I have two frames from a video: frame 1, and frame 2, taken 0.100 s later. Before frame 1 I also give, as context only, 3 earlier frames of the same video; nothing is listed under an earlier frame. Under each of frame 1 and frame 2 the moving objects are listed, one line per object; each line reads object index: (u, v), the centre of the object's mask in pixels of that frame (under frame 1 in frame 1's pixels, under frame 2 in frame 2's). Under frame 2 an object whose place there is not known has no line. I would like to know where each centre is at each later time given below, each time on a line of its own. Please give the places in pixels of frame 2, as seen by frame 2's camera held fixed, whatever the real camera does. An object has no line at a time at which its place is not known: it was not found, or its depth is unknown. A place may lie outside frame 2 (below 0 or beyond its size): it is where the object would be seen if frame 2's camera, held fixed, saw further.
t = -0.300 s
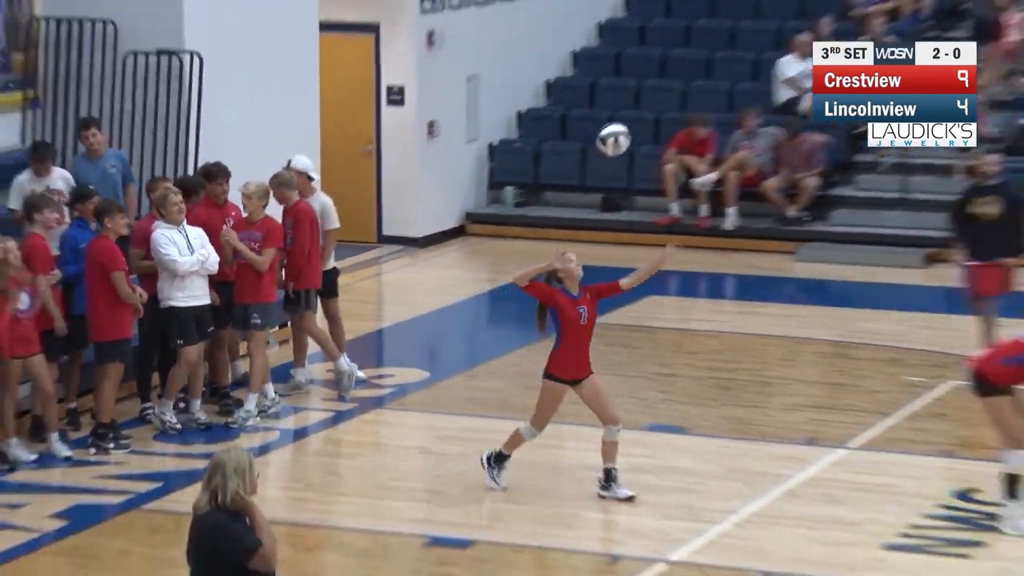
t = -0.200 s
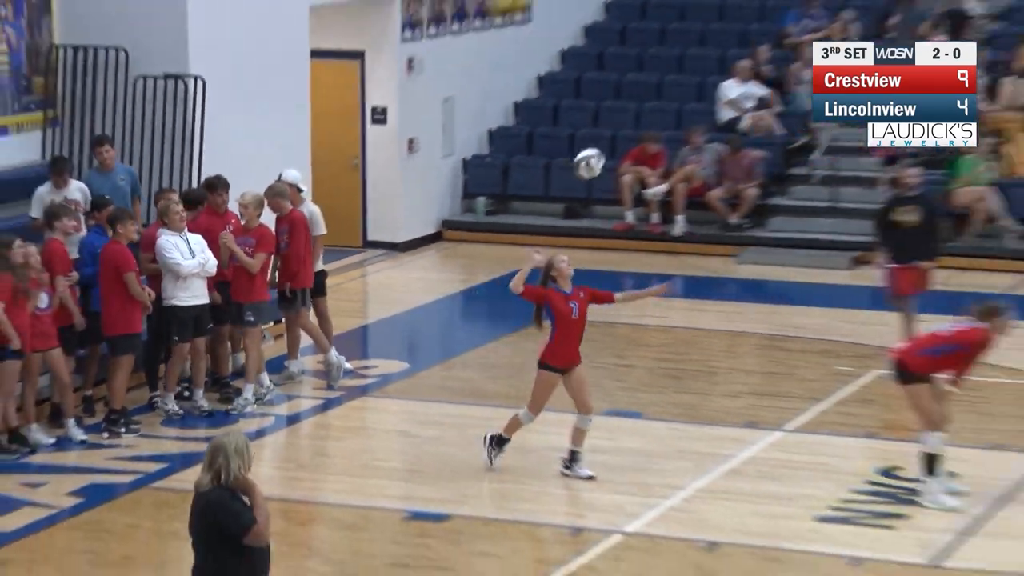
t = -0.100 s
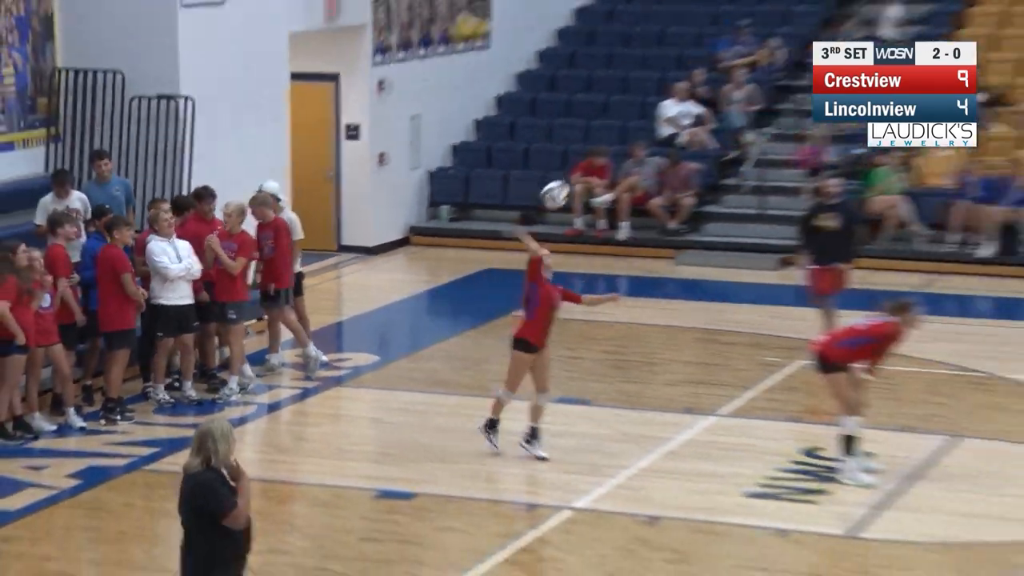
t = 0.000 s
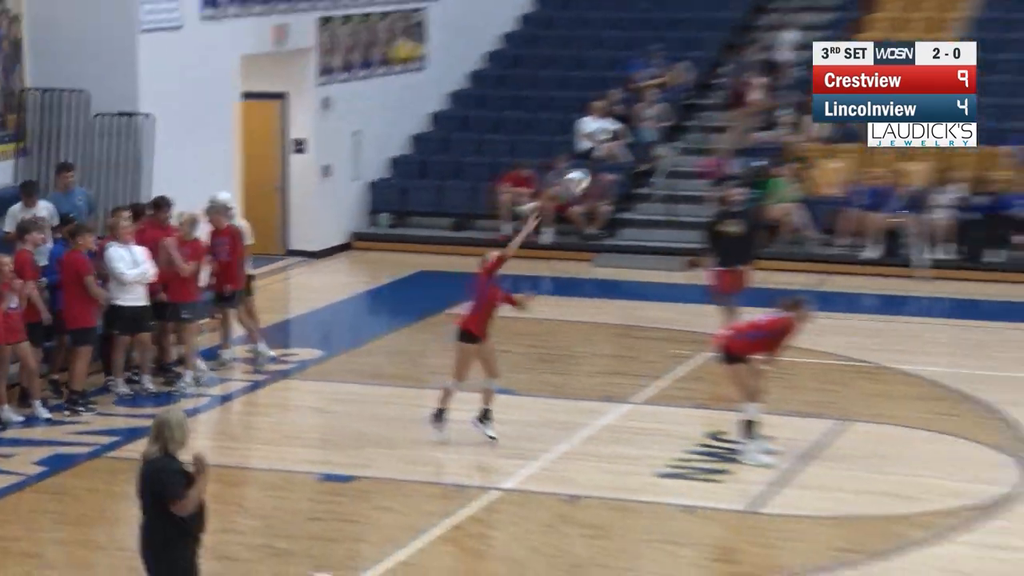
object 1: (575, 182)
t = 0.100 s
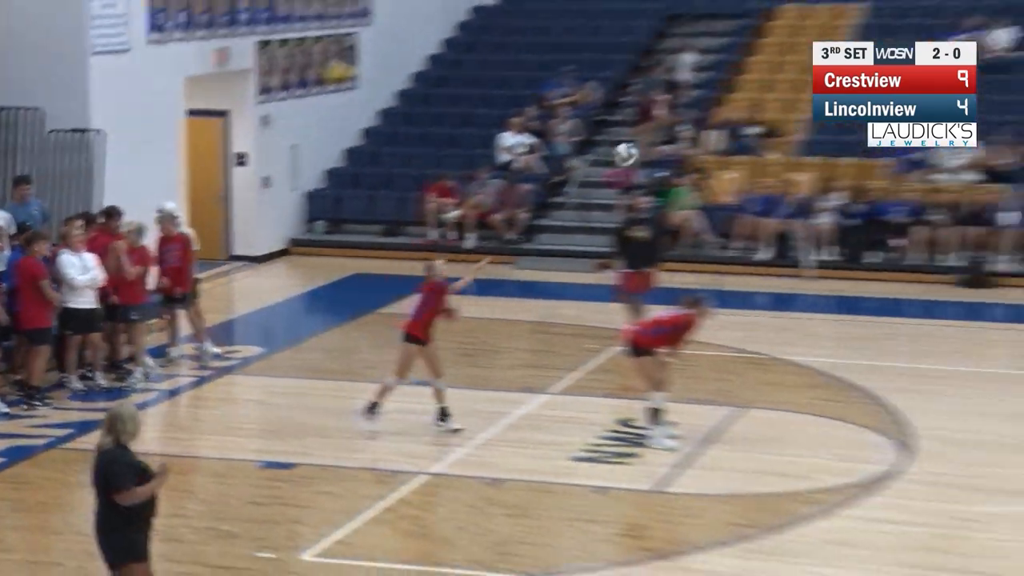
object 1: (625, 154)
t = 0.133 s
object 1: (667, 145)
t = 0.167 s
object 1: (711, 139)
